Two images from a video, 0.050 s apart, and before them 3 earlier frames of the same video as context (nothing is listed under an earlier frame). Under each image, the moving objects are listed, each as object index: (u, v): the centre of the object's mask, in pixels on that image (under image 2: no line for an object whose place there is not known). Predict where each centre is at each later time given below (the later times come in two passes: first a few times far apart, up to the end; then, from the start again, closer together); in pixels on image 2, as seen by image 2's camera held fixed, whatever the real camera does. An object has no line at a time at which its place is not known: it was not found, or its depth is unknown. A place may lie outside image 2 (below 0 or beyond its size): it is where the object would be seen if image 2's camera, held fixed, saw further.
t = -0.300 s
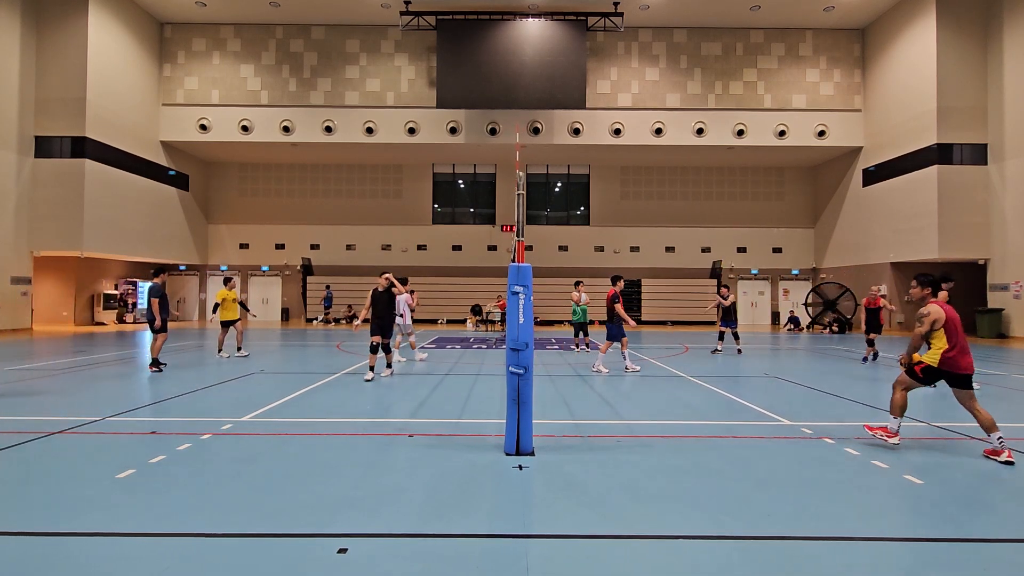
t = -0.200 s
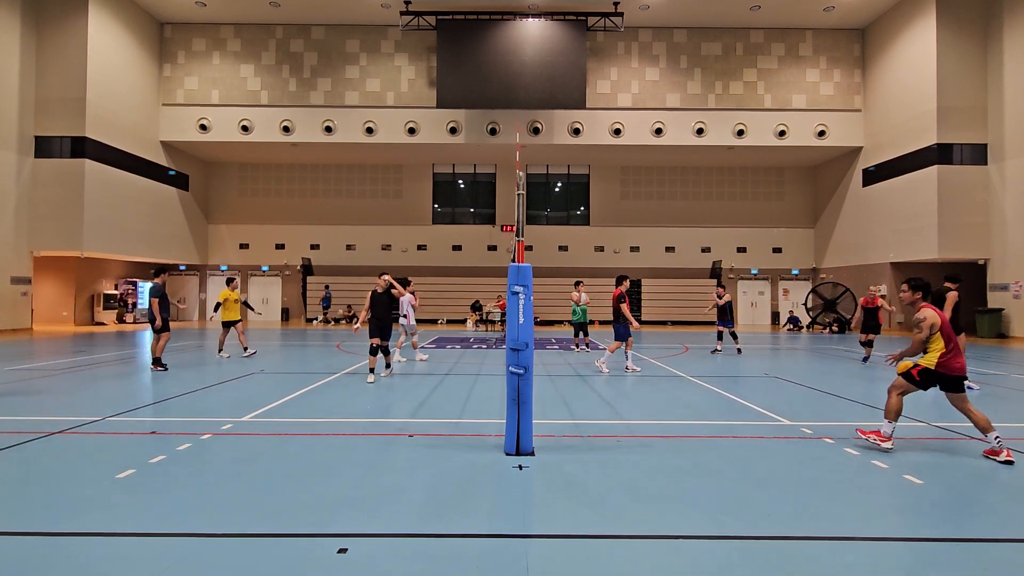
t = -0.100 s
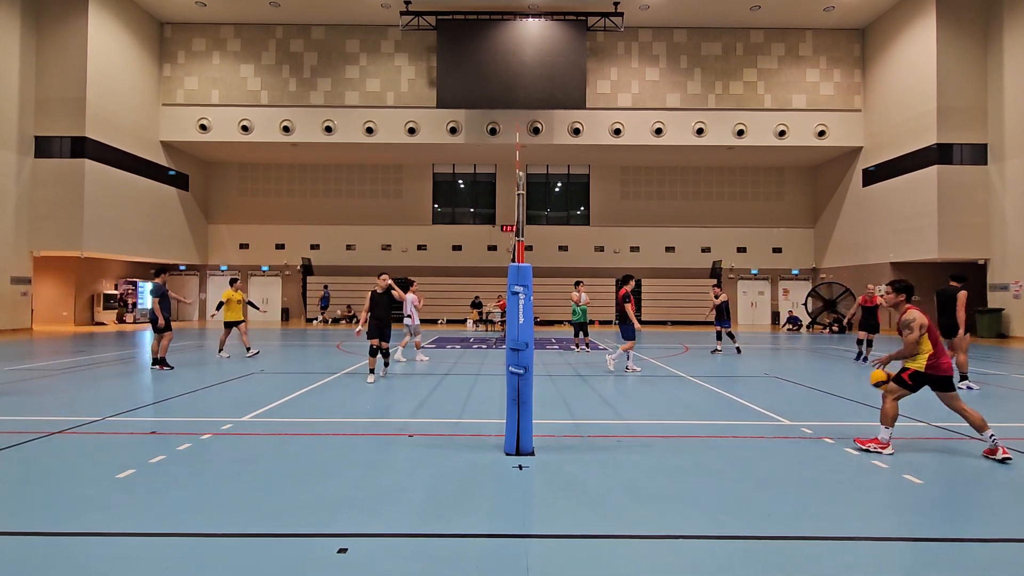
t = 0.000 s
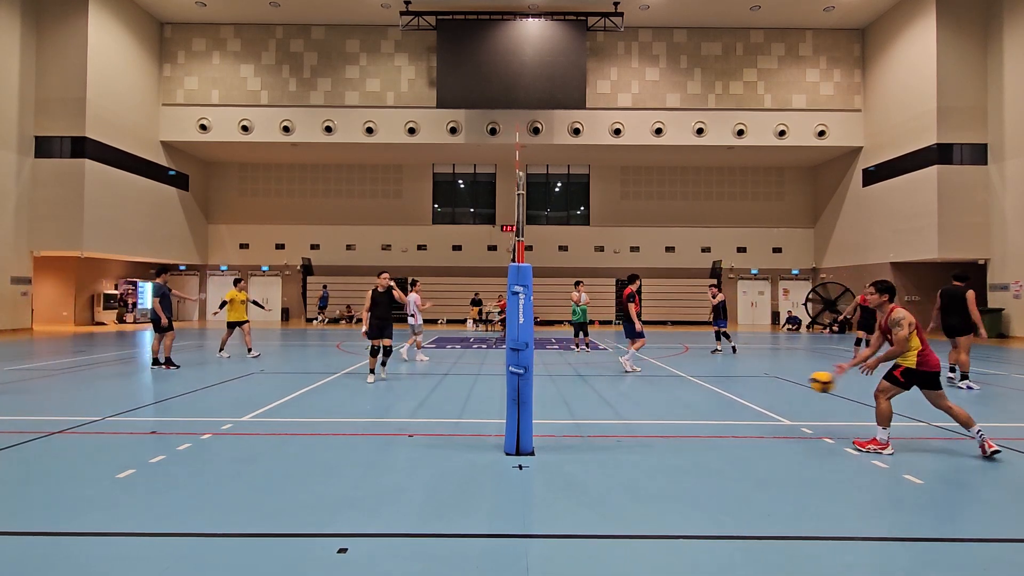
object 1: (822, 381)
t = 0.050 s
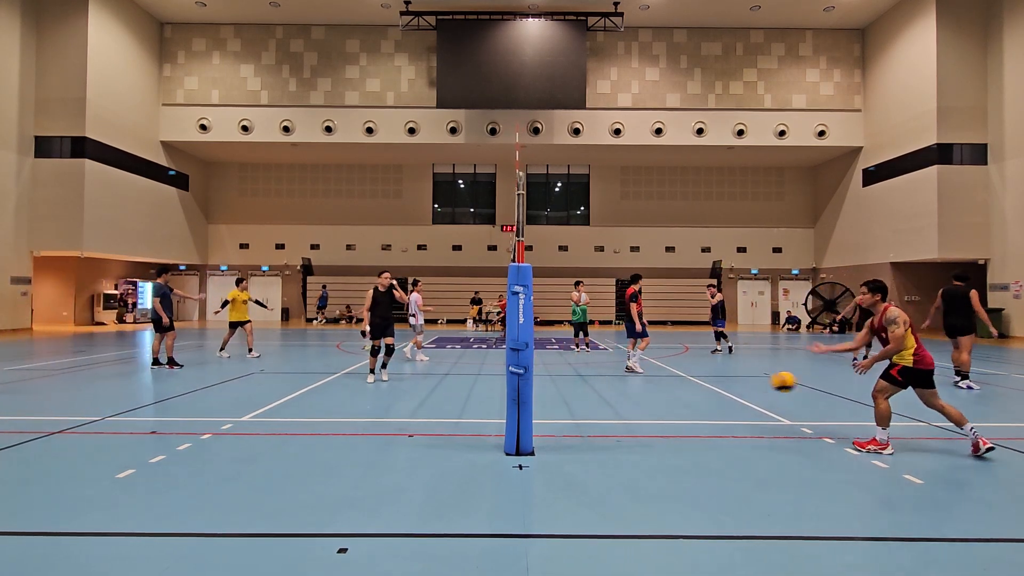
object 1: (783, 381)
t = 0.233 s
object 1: (649, 401)
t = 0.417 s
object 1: (546, 393)
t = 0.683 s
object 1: (426, 384)
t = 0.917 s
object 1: (330, 394)
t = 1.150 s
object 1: (242, 382)
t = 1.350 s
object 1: (170, 396)
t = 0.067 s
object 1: (771, 382)
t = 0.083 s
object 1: (758, 382)
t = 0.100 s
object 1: (745, 383)
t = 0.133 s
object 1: (721, 386)
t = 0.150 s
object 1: (708, 388)
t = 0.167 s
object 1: (697, 390)
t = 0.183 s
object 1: (684, 392)
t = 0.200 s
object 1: (672, 395)
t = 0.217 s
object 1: (661, 398)
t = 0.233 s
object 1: (649, 401)
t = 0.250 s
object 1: (637, 404)
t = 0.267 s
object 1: (626, 408)
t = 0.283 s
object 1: (614, 411)
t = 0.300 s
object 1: (603, 416)
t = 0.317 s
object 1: (594, 417)
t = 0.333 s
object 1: (585, 411)
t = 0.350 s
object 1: (578, 407)
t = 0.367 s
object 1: (570, 403)
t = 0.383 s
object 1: (561, 400)
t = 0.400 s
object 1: (554, 396)
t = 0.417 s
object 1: (546, 393)
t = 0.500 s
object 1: (502, 383)
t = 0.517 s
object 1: (499, 382)
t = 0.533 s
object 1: (492, 381)
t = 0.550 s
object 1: (485, 380)
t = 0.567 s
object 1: (477, 380)
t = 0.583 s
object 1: (470, 380)
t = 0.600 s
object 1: (463, 380)
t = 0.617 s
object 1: (455, 380)
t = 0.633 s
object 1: (448, 381)
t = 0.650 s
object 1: (440, 382)
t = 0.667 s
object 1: (433, 383)
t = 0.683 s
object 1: (426, 384)
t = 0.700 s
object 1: (419, 386)
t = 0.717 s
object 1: (412, 388)
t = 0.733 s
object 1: (404, 390)
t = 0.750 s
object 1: (398, 392)
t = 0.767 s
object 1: (391, 395)
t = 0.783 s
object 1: (384, 398)
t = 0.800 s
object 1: (378, 401)
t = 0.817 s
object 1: (370, 405)
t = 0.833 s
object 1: (364, 408)
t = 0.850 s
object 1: (357, 406)
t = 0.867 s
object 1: (350, 403)
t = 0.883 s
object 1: (344, 399)
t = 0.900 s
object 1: (337, 396)
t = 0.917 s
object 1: (330, 394)
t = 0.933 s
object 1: (324, 391)
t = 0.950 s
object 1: (318, 389)
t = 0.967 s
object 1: (311, 387)
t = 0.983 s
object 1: (304, 385)
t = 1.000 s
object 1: (298, 384)
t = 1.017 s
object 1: (292, 383)
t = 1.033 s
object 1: (285, 381)
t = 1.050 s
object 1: (279, 381)
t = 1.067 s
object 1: (273, 381)
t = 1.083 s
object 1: (266, 380)
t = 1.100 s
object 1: (260, 381)
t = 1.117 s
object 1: (254, 381)
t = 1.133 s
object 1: (248, 382)
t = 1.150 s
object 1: (242, 382)
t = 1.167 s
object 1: (236, 383)
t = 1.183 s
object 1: (229, 385)
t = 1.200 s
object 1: (223, 387)
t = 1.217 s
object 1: (218, 388)
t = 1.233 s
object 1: (211, 390)
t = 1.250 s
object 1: (205, 393)
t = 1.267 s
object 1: (199, 395)
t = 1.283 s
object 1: (194, 398)
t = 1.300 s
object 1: (188, 401)
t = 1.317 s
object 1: (182, 402)
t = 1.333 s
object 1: (176, 399)
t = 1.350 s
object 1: (170, 396)
